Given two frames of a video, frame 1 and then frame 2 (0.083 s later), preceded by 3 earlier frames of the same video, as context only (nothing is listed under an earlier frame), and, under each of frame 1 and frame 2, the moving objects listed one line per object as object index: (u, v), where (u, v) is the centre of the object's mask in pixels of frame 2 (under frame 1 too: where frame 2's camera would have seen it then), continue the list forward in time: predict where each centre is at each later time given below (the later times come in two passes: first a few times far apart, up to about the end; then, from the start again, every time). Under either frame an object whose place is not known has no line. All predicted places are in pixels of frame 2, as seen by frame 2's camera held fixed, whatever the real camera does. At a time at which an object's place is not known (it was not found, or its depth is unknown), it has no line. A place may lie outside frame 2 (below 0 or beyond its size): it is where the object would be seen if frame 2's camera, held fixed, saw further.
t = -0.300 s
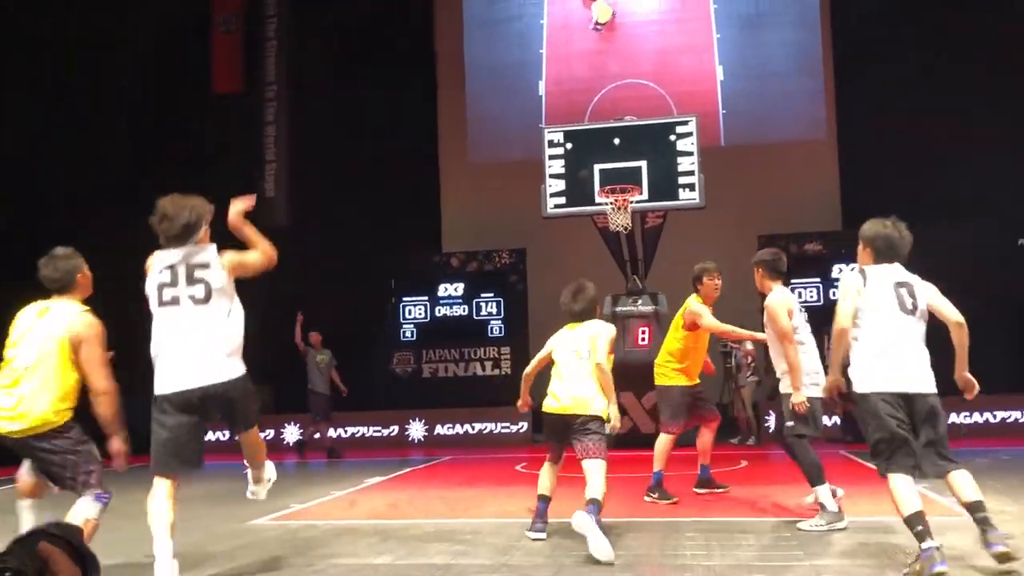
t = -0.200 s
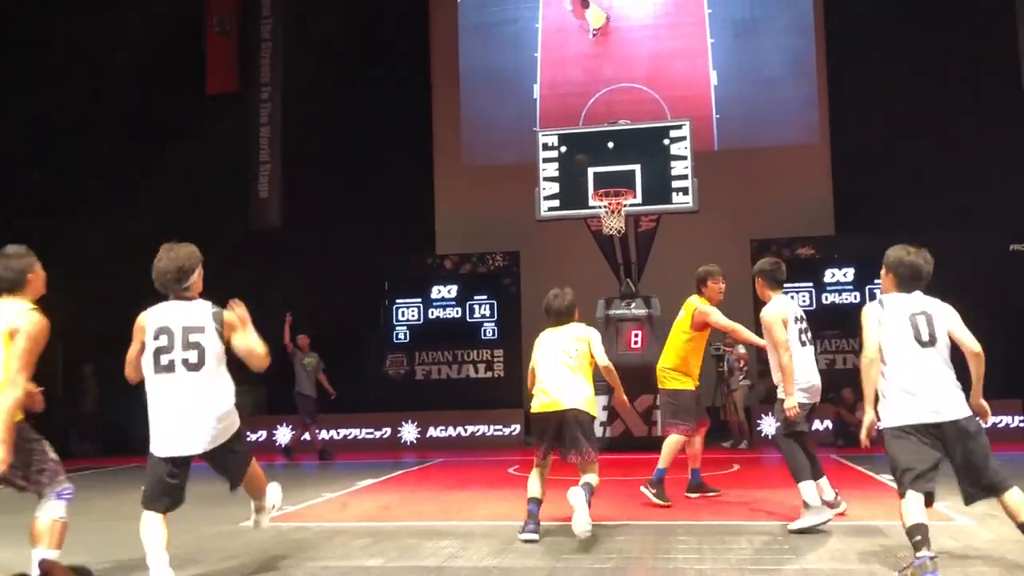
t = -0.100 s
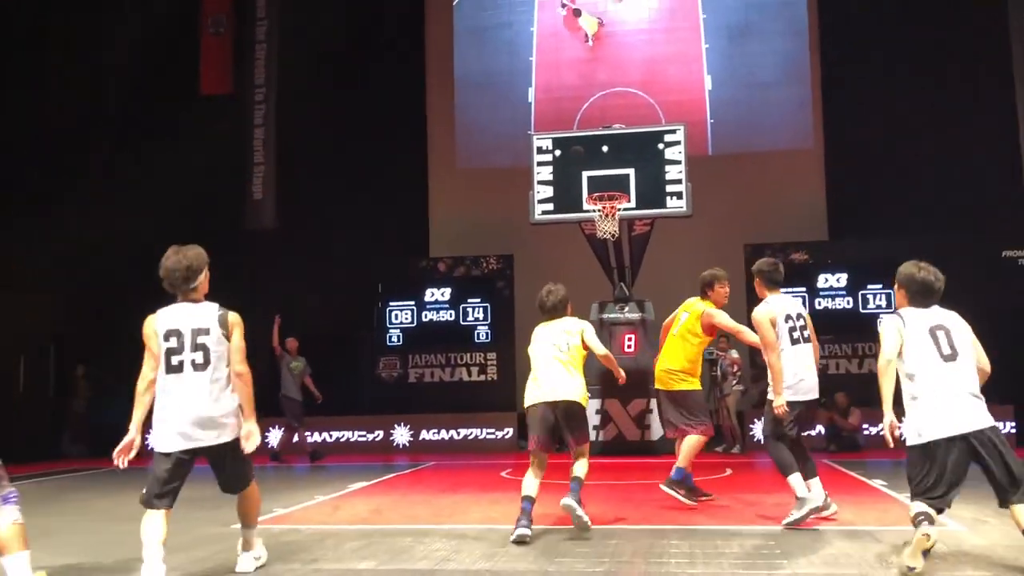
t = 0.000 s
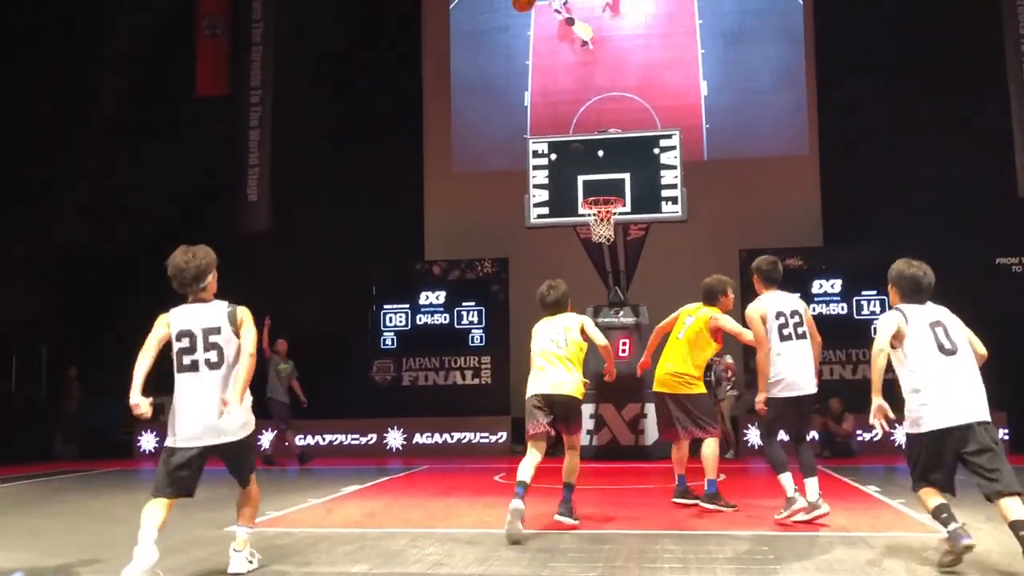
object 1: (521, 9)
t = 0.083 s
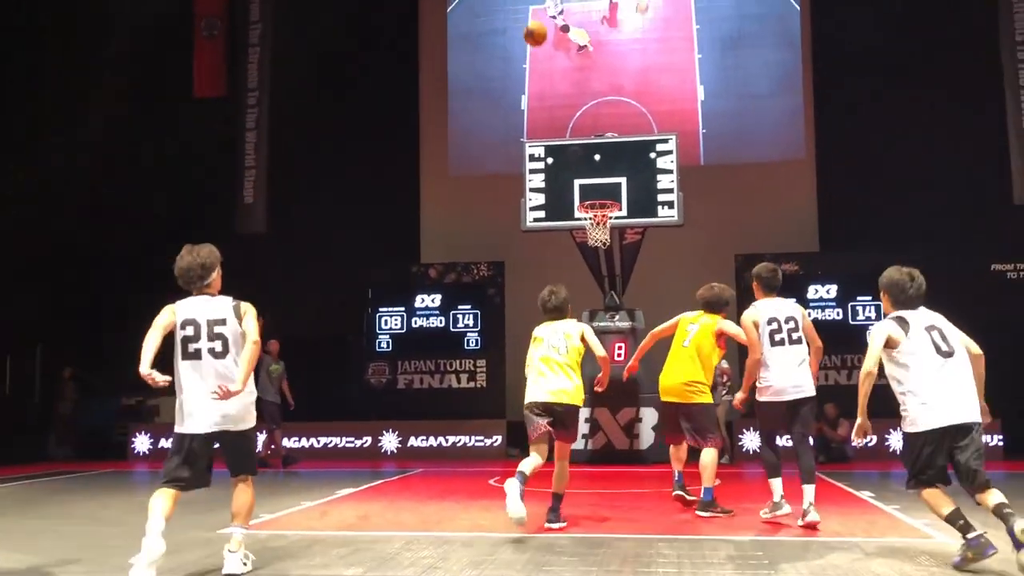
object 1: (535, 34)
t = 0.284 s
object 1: (564, 121)
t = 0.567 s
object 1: (606, 171)
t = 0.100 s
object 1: (538, 40)
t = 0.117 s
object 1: (541, 47)
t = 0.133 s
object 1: (544, 54)
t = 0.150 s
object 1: (546, 61)
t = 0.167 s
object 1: (549, 68)
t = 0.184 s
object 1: (551, 76)
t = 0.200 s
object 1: (553, 83)
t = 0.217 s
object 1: (555, 90)
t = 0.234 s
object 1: (558, 98)
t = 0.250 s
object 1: (560, 105)
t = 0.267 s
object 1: (562, 113)
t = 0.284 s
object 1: (564, 121)
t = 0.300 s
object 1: (566, 129)
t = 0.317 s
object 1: (568, 138)
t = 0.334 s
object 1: (570, 147)
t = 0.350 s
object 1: (572, 155)
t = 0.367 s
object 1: (574, 164)
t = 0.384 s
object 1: (575, 171)
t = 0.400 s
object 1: (578, 179)
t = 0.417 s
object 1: (579, 189)
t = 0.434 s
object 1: (581, 196)
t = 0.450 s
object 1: (585, 196)
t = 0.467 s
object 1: (587, 192)
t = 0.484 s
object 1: (591, 190)
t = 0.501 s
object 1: (594, 186)
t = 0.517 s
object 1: (597, 182)
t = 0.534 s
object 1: (601, 179)
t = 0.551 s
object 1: (604, 175)
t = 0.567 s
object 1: (606, 171)
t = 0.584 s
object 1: (608, 167)
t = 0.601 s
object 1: (610, 163)
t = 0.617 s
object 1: (612, 160)
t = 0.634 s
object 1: (614, 157)
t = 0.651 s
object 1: (616, 154)
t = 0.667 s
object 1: (619, 152)
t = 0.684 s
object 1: (621, 150)
